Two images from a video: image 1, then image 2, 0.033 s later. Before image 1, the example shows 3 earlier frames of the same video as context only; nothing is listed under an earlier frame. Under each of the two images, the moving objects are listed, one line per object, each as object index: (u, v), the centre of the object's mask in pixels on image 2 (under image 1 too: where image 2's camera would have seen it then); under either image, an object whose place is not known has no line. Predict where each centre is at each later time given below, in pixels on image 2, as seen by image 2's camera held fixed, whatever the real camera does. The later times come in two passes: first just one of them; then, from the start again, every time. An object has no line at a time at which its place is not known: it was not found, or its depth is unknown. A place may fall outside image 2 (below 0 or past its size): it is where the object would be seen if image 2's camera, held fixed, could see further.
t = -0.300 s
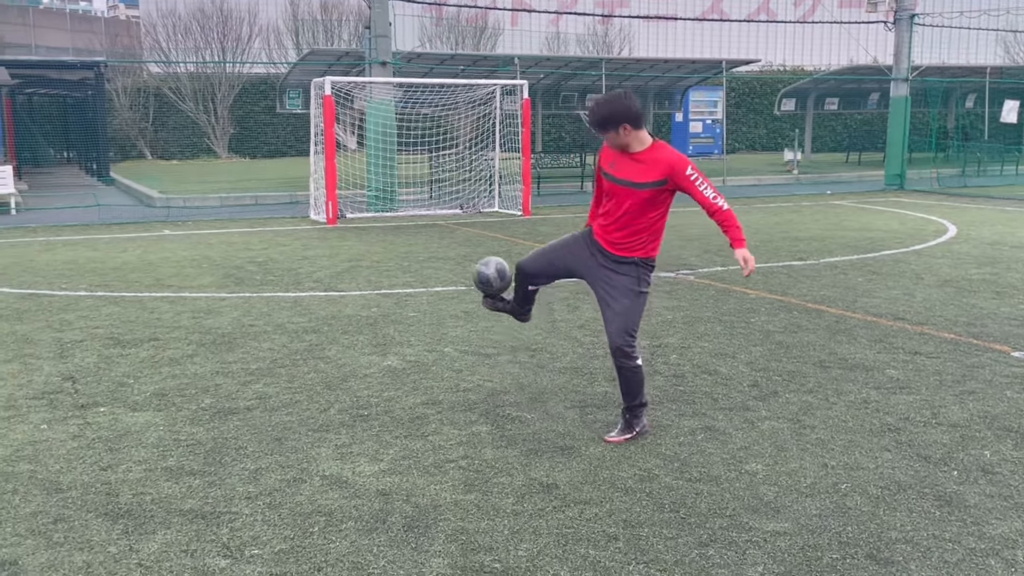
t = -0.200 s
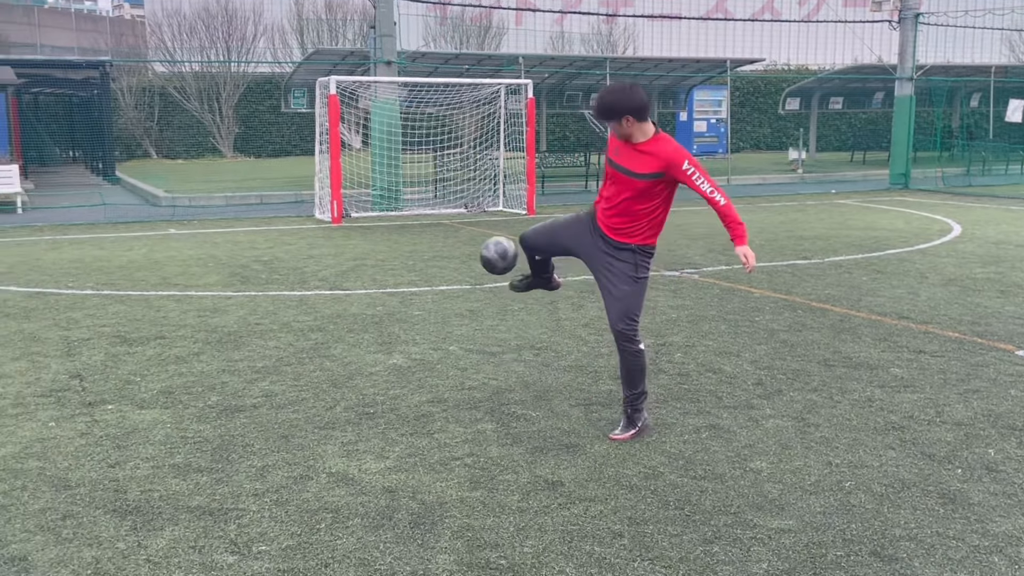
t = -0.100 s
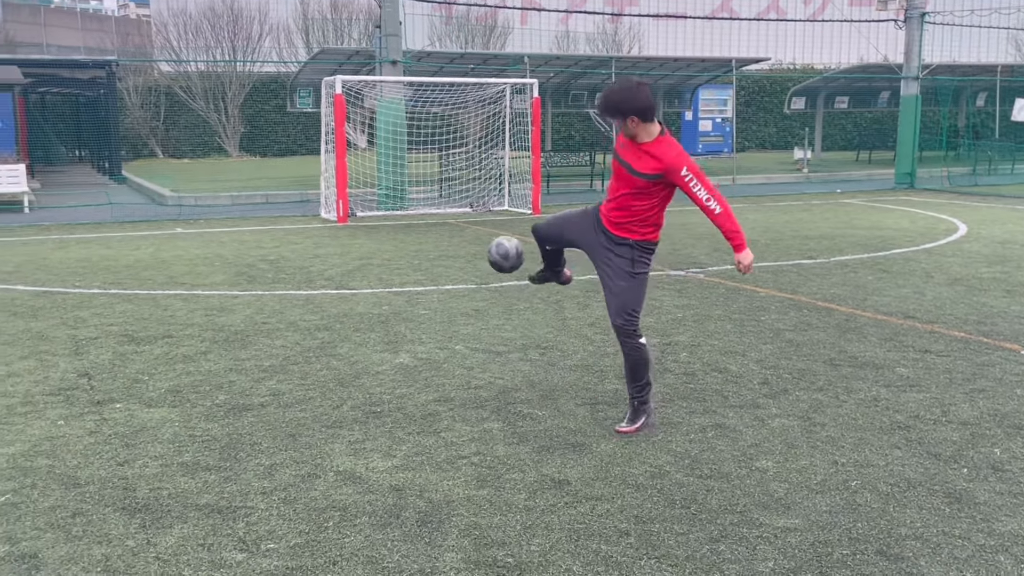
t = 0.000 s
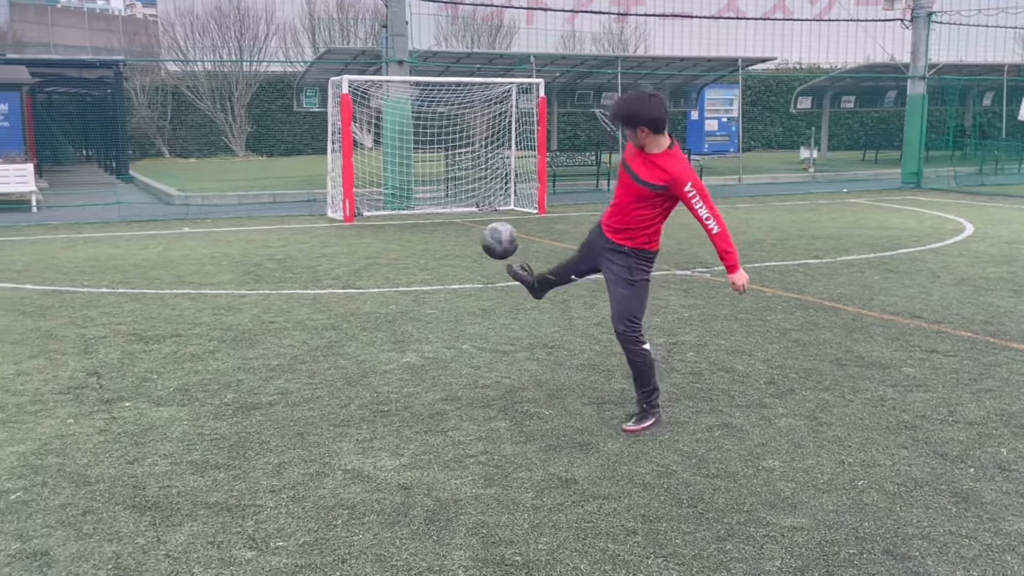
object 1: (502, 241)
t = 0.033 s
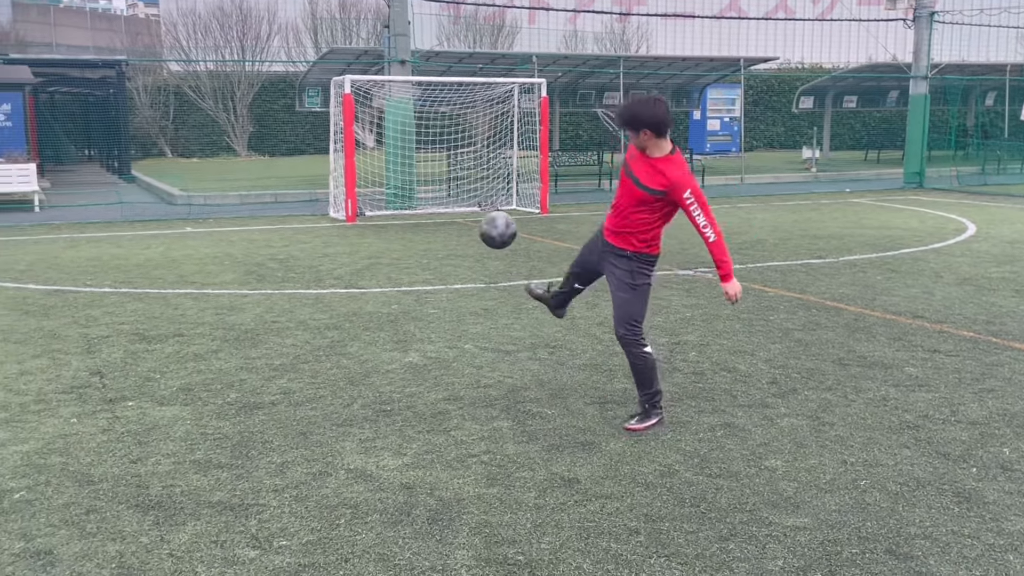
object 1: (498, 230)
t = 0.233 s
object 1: (472, 207)
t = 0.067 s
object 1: (494, 222)
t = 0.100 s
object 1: (489, 214)
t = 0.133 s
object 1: (485, 210)
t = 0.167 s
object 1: (482, 207)
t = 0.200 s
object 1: (477, 206)
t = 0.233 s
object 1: (472, 207)
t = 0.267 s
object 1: (467, 210)
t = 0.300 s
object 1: (462, 216)
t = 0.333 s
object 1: (457, 223)
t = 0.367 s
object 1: (452, 234)
